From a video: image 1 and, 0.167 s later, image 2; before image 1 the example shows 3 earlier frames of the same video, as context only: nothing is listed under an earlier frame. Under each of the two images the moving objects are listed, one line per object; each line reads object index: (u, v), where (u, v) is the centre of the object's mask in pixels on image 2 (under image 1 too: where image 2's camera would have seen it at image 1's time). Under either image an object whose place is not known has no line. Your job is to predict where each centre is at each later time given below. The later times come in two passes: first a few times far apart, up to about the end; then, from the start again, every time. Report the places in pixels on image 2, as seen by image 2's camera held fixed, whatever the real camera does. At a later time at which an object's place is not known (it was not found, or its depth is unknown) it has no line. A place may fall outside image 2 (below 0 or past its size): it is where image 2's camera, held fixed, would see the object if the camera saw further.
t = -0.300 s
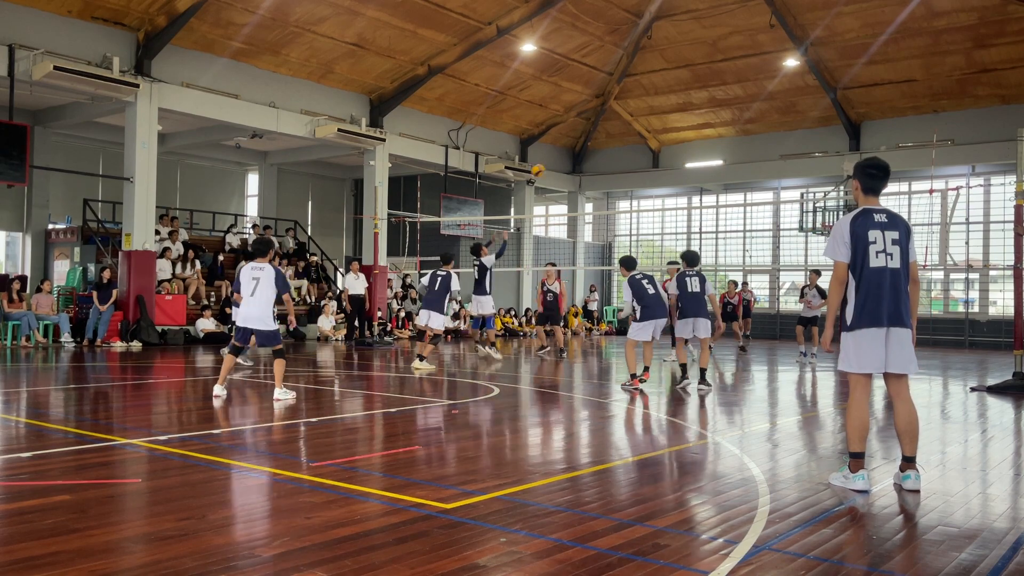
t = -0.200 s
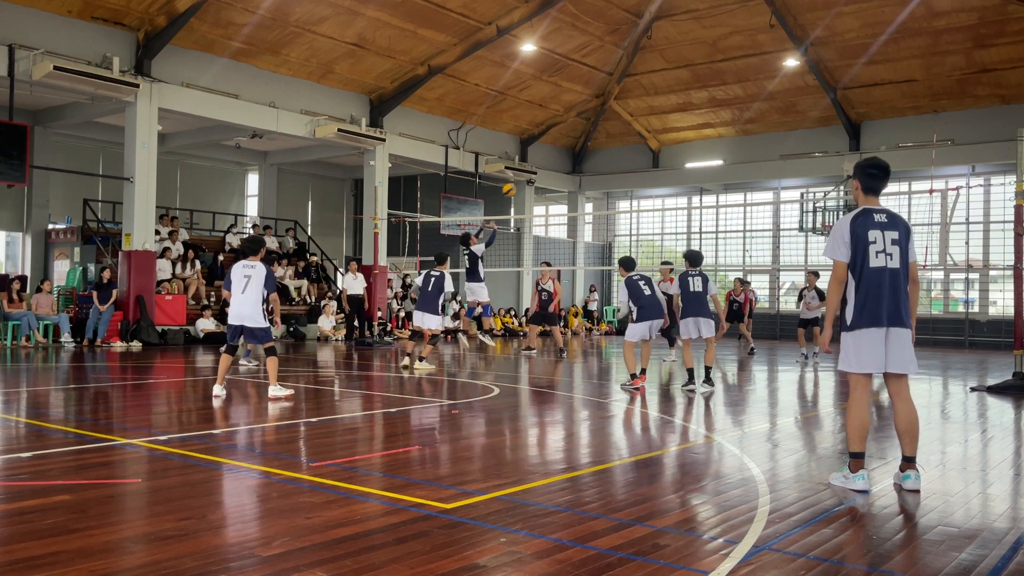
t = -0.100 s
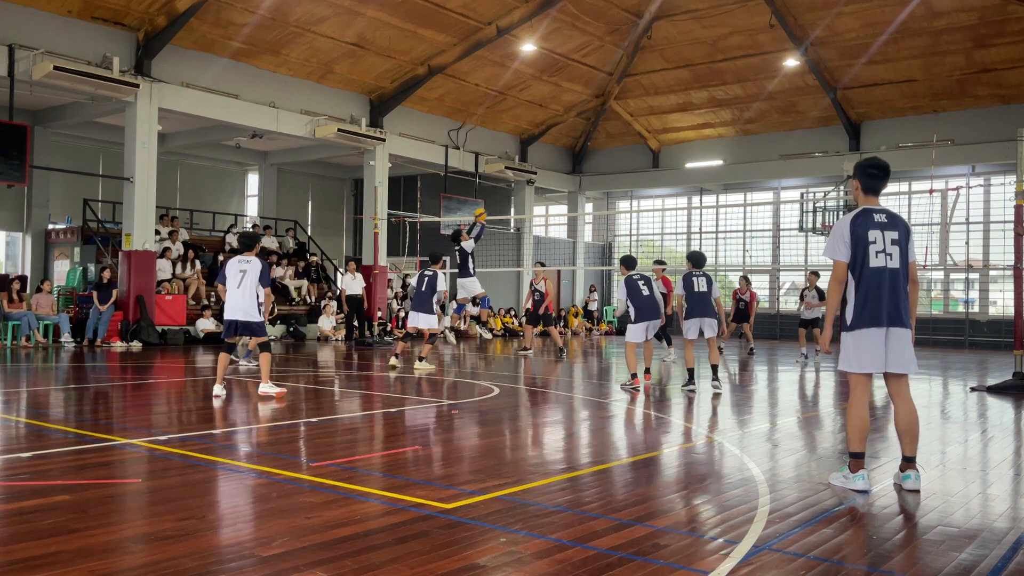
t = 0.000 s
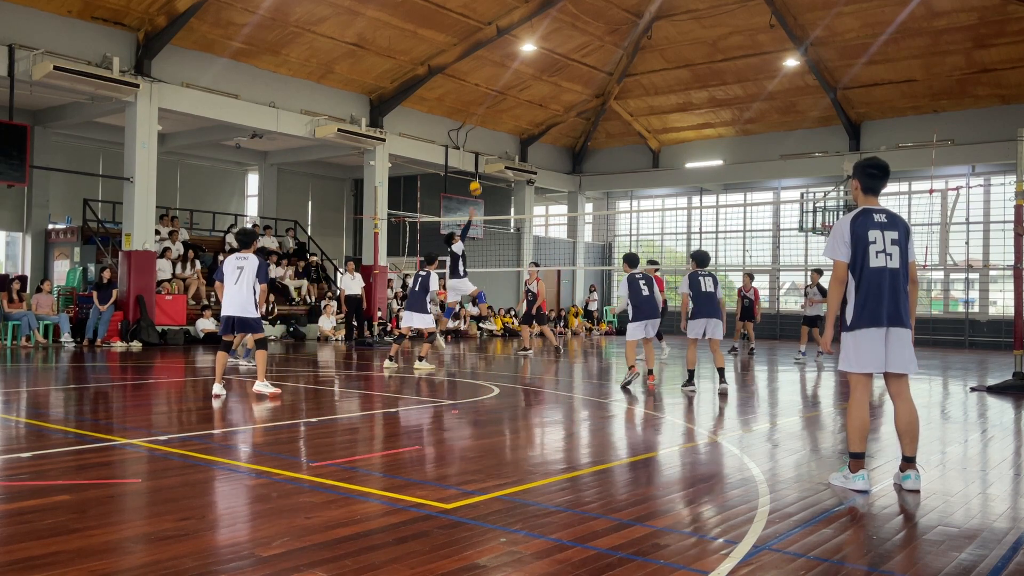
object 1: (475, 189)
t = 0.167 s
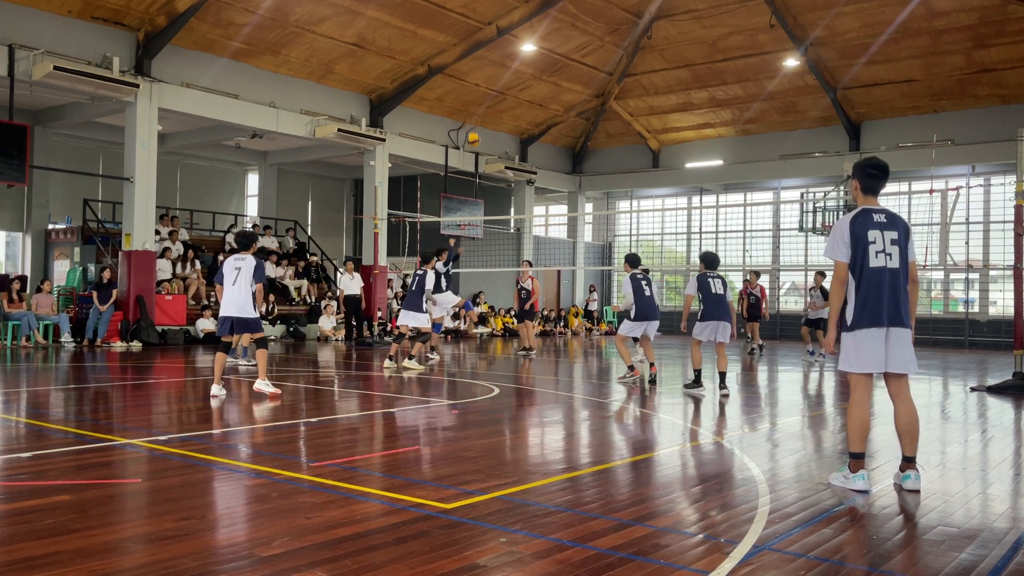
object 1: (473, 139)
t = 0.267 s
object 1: (472, 118)
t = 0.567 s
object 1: (466, 91)
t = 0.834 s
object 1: (460, 117)
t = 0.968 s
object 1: (456, 151)
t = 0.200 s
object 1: (473, 132)
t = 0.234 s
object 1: (472, 124)
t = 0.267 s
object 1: (472, 118)
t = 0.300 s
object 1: (471, 112)
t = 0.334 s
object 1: (471, 107)
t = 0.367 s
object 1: (470, 103)
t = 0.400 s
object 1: (470, 99)
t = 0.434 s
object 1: (469, 96)
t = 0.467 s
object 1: (468, 94)
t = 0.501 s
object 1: (468, 92)
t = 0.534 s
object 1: (467, 91)
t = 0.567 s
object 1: (466, 91)
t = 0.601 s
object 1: (466, 91)
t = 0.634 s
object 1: (465, 93)
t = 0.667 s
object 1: (464, 95)
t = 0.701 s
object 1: (463, 98)
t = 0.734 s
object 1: (463, 101)
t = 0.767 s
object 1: (462, 106)
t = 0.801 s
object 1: (461, 111)
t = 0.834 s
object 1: (460, 117)
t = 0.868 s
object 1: (459, 124)
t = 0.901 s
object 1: (458, 133)
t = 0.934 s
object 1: (457, 142)
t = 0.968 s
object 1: (456, 151)
